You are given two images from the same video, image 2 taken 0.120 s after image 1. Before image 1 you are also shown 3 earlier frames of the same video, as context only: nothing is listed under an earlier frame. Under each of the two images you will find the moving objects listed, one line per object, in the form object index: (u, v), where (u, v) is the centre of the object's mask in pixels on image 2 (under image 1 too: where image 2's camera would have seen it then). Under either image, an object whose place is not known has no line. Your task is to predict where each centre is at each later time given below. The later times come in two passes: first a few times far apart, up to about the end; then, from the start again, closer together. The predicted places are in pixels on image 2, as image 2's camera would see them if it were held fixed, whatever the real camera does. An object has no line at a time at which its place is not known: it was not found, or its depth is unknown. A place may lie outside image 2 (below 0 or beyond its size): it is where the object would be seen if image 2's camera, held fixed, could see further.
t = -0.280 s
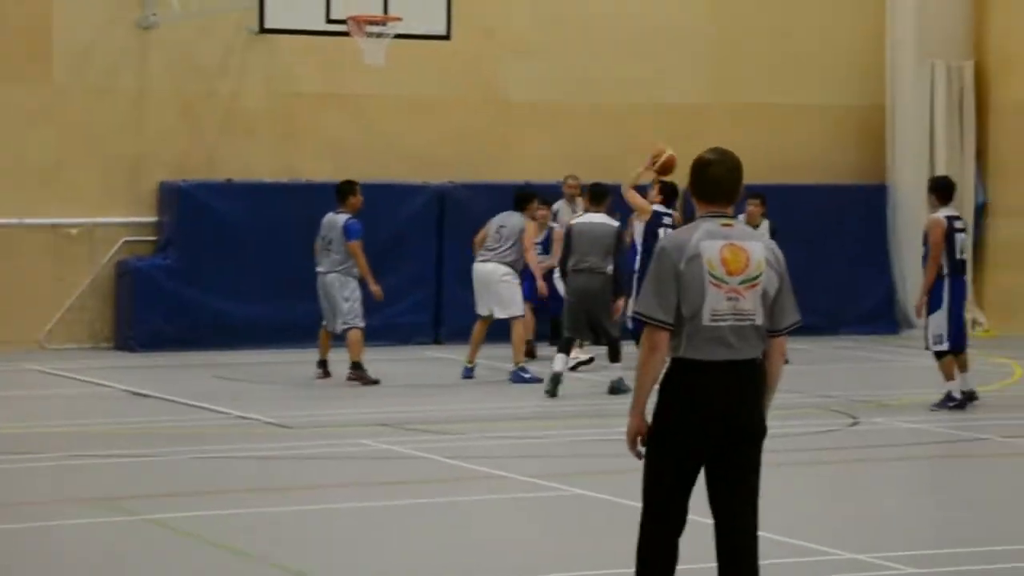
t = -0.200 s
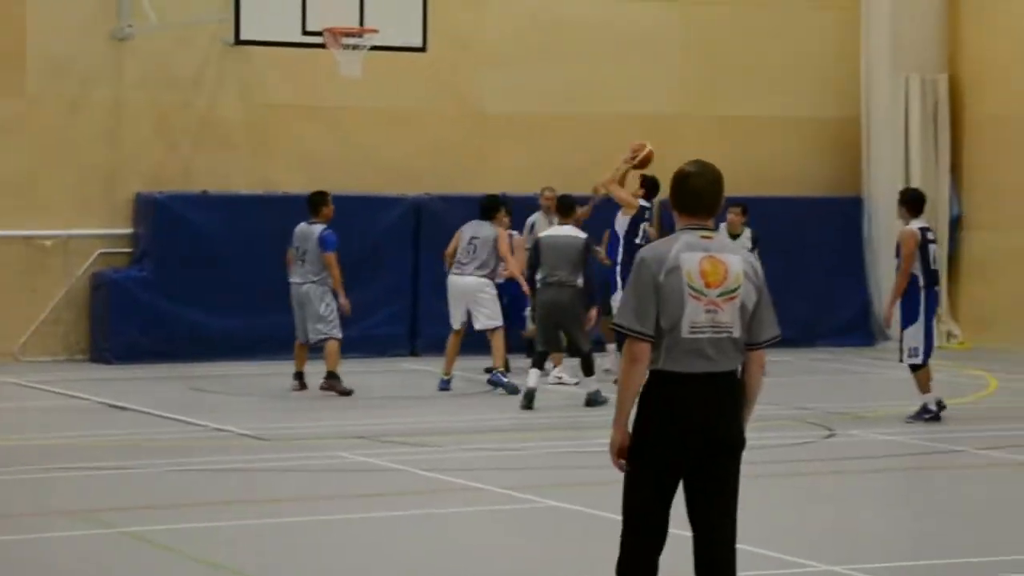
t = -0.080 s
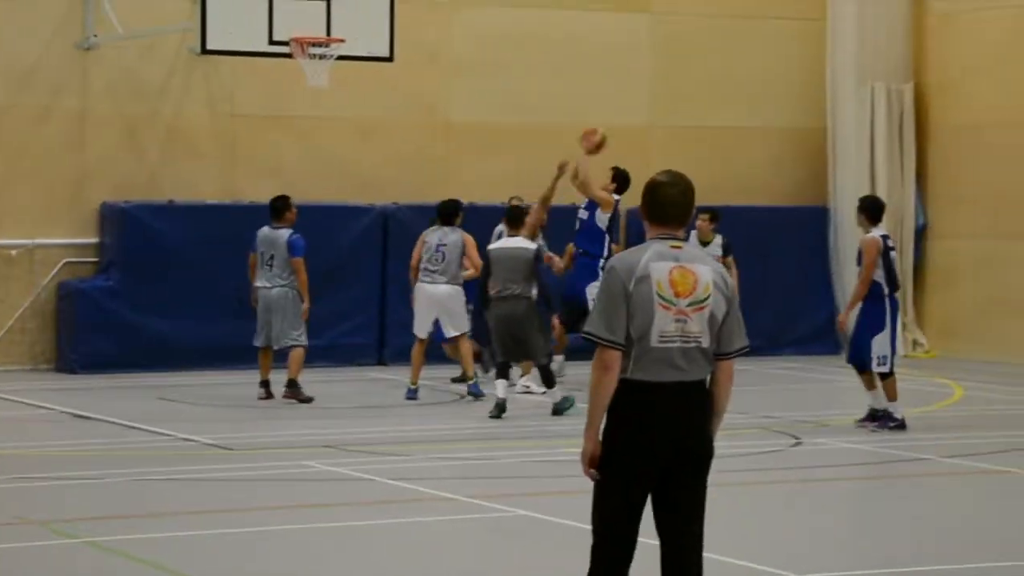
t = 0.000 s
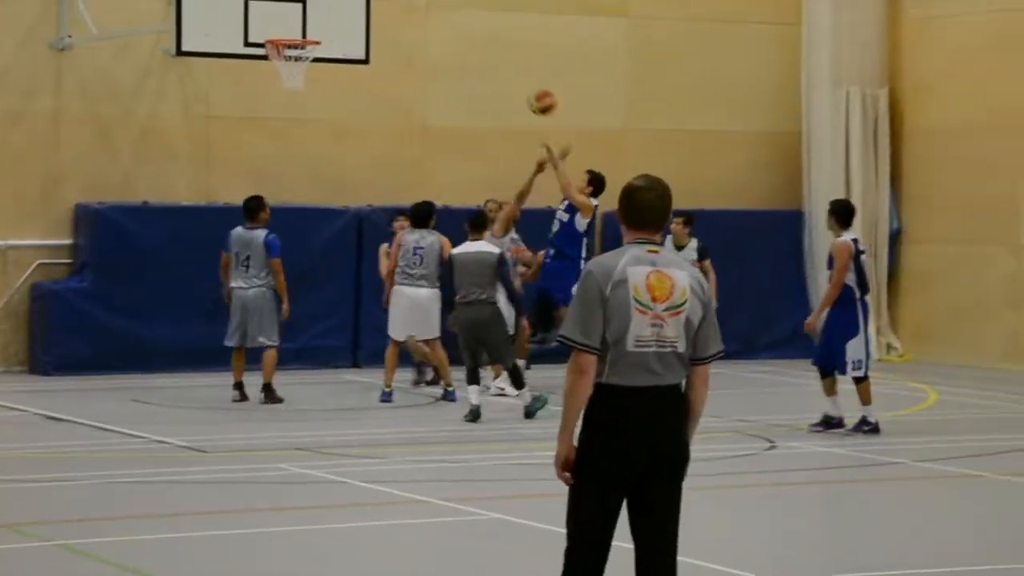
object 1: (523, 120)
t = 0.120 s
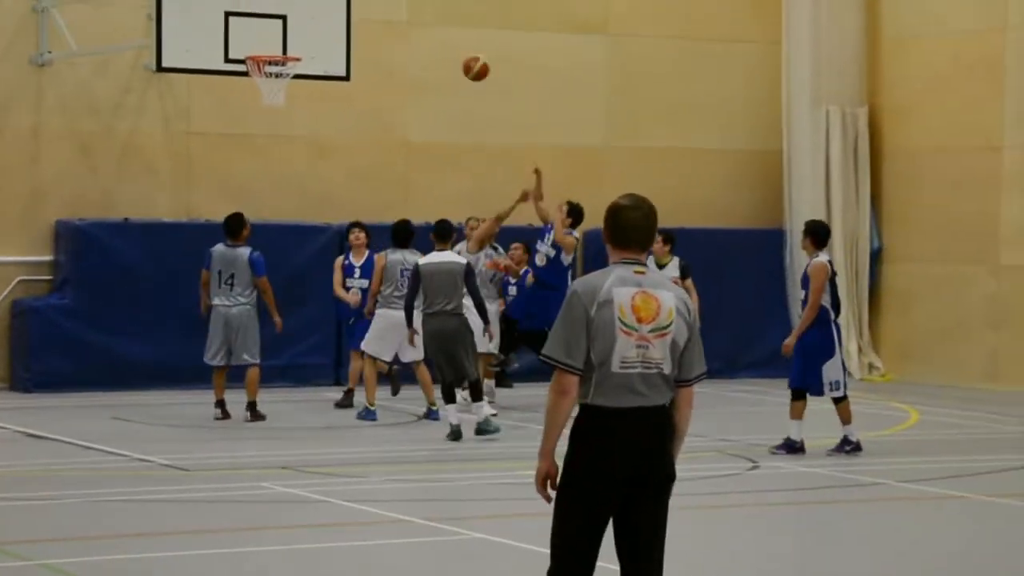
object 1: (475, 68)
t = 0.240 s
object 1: (430, 32)
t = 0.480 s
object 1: (336, 10)
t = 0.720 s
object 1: (262, 42)
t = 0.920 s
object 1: (285, 69)
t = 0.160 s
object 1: (460, 54)
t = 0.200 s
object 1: (445, 42)
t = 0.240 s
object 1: (430, 32)
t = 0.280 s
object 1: (413, 24)
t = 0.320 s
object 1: (398, 18)
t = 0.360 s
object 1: (383, 12)
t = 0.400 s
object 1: (367, 9)
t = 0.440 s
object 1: (352, 8)
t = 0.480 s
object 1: (336, 10)
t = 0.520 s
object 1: (320, 13)
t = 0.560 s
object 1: (305, 16)
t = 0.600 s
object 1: (289, 22)
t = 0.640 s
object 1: (274, 30)
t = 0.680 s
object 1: (265, 37)
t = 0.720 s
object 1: (262, 42)
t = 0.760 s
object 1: (262, 45)
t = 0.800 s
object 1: (264, 47)
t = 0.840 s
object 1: (267, 49)
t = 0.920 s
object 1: (285, 69)
